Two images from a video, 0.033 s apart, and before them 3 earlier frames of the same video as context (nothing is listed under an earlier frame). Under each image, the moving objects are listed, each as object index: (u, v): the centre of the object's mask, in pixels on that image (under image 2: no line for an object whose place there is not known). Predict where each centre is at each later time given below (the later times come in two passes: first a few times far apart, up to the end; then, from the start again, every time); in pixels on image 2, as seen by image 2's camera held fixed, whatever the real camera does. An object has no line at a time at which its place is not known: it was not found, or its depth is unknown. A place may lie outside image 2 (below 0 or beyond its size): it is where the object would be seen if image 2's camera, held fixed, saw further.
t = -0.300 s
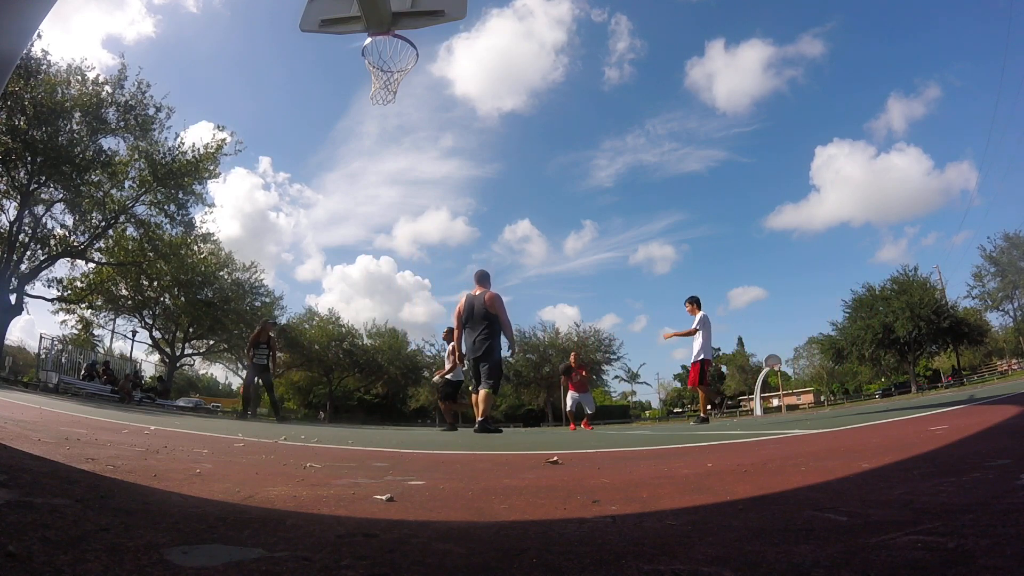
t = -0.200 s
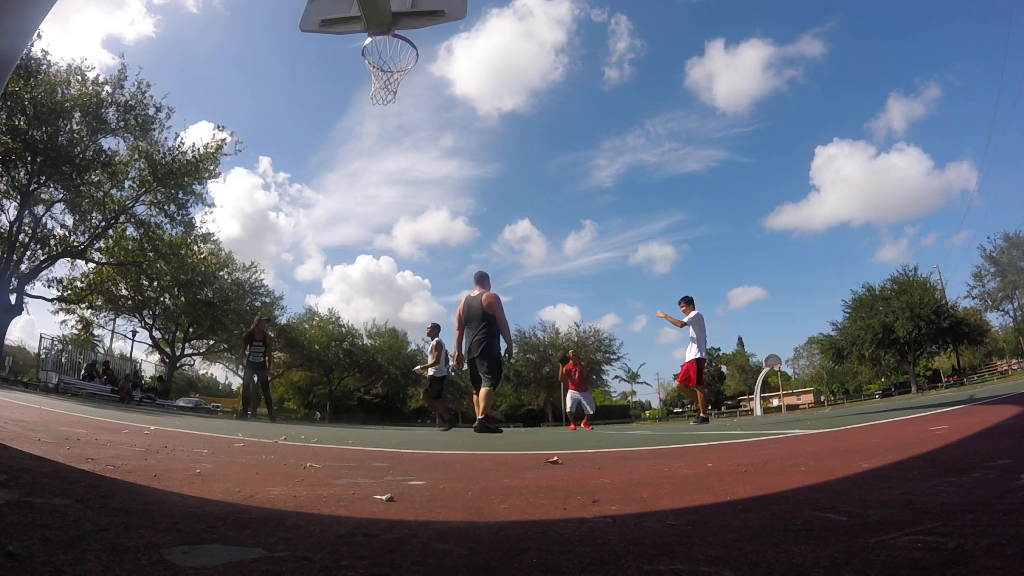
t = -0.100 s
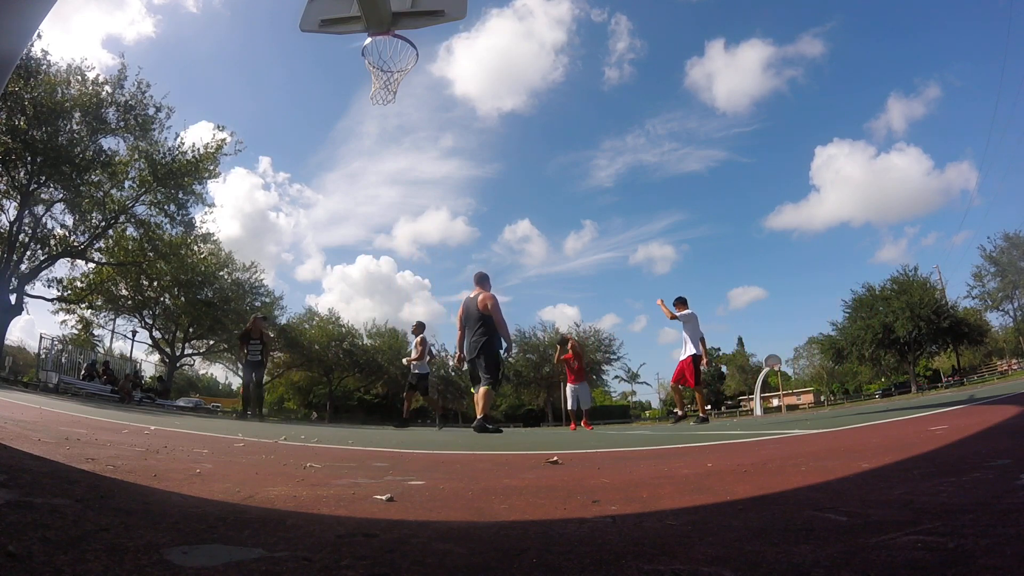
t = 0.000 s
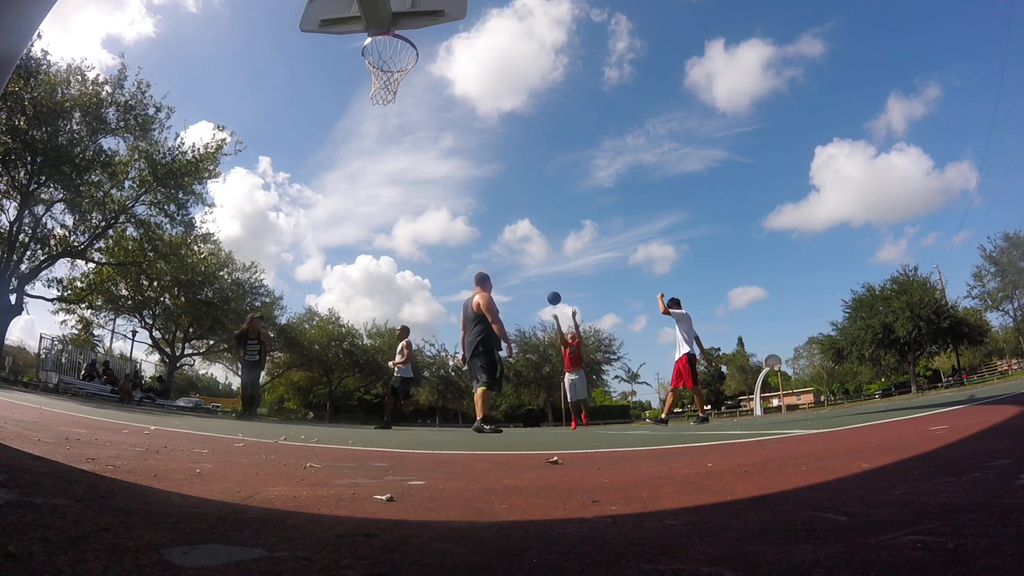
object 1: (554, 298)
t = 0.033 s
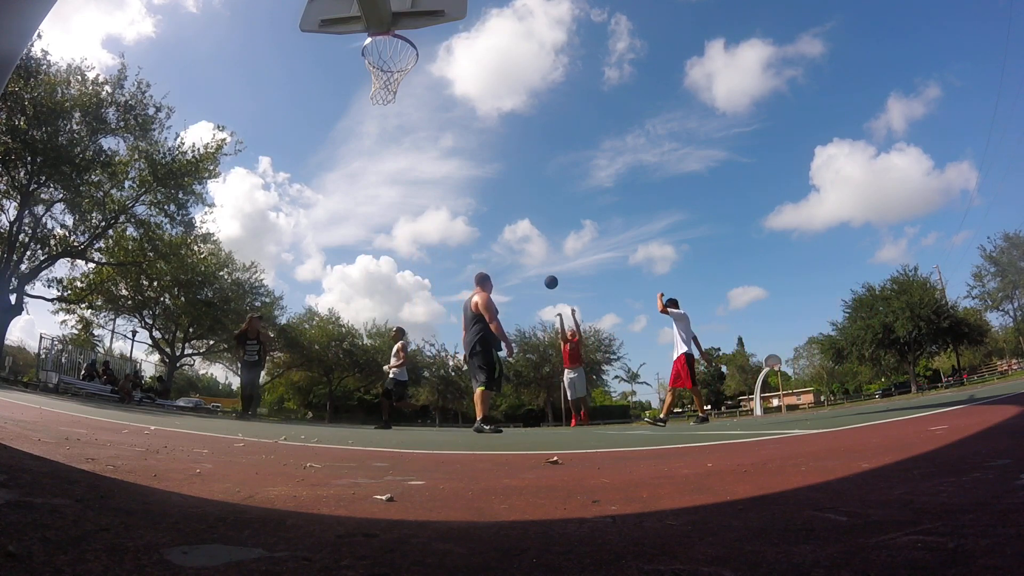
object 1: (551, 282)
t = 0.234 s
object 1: (532, 194)
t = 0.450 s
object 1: (509, 114)
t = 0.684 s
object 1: (480, 45)
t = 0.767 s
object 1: (468, 24)
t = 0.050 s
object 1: (549, 274)
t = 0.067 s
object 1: (548, 266)
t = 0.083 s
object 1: (546, 259)
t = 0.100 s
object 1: (545, 251)
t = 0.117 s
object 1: (543, 243)
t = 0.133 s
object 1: (542, 236)
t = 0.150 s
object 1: (540, 229)
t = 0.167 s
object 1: (538, 222)
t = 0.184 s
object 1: (537, 214)
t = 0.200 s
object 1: (535, 207)
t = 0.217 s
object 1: (533, 200)
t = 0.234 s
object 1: (532, 194)
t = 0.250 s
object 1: (530, 187)
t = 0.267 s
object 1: (528, 180)
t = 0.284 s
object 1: (527, 174)
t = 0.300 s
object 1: (525, 167)
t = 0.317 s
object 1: (523, 161)
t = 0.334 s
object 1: (522, 155)
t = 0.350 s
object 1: (520, 149)
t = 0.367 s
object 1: (518, 143)
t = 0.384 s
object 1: (516, 137)
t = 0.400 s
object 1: (514, 131)
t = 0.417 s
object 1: (513, 125)
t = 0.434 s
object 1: (511, 119)
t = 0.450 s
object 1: (509, 114)
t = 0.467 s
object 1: (507, 108)
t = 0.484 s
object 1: (505, 103)
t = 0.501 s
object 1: (503, 97)
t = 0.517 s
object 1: (501, 92)
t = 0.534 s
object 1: (499, 87)
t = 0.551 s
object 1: (497, 82)
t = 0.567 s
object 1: (495, 77)
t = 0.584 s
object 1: (493, 72)
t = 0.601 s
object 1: (491, 67)
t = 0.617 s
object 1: (489, 63)
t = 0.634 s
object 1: (486, 58)
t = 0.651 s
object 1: (484, 53)
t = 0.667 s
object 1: (482, 49)
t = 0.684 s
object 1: (480, 45)
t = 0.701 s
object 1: (477, 40)
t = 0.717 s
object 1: (475, 36)
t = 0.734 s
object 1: (473, 32)
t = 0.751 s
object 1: (471, 28)
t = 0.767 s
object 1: (468, 24)
